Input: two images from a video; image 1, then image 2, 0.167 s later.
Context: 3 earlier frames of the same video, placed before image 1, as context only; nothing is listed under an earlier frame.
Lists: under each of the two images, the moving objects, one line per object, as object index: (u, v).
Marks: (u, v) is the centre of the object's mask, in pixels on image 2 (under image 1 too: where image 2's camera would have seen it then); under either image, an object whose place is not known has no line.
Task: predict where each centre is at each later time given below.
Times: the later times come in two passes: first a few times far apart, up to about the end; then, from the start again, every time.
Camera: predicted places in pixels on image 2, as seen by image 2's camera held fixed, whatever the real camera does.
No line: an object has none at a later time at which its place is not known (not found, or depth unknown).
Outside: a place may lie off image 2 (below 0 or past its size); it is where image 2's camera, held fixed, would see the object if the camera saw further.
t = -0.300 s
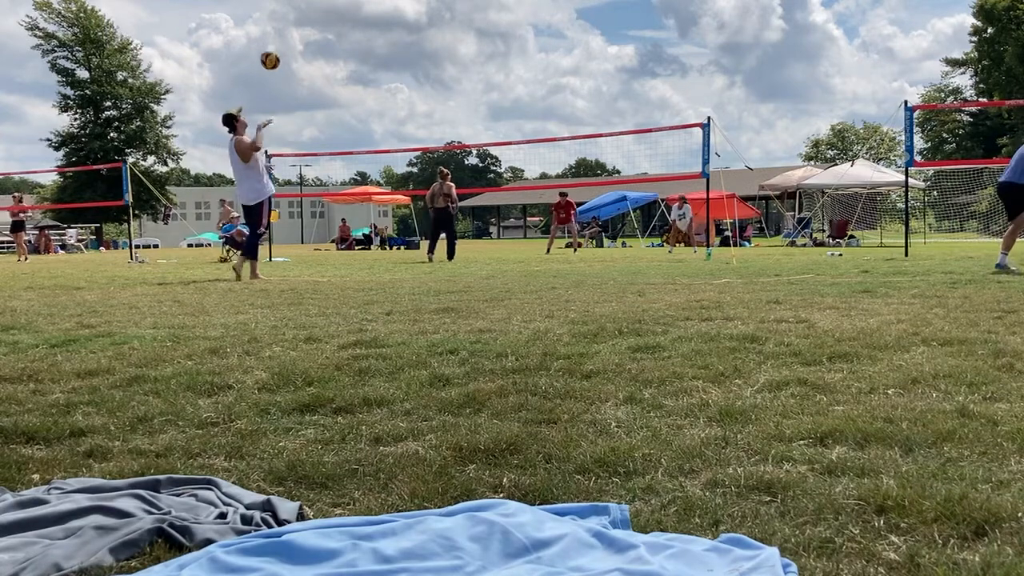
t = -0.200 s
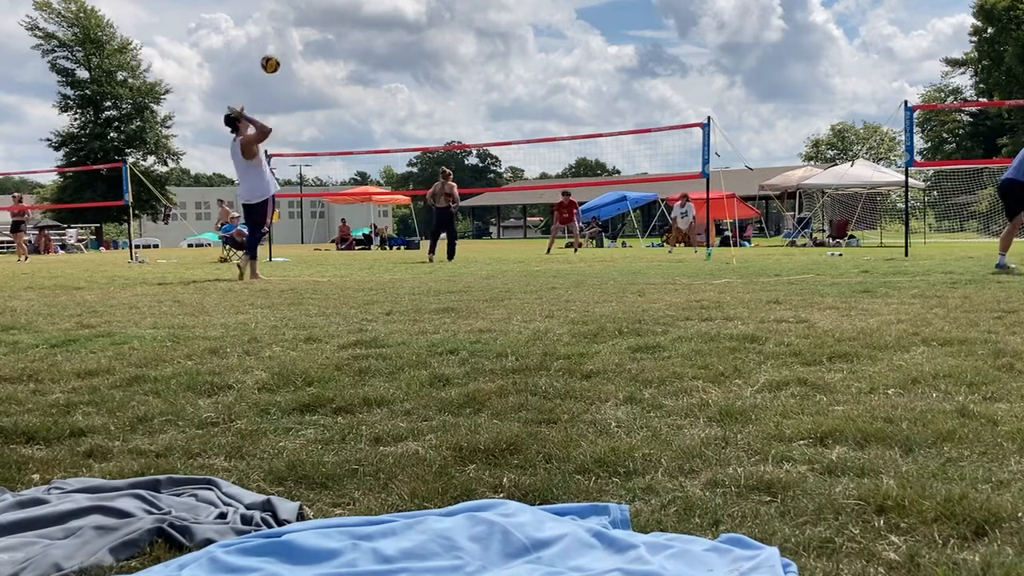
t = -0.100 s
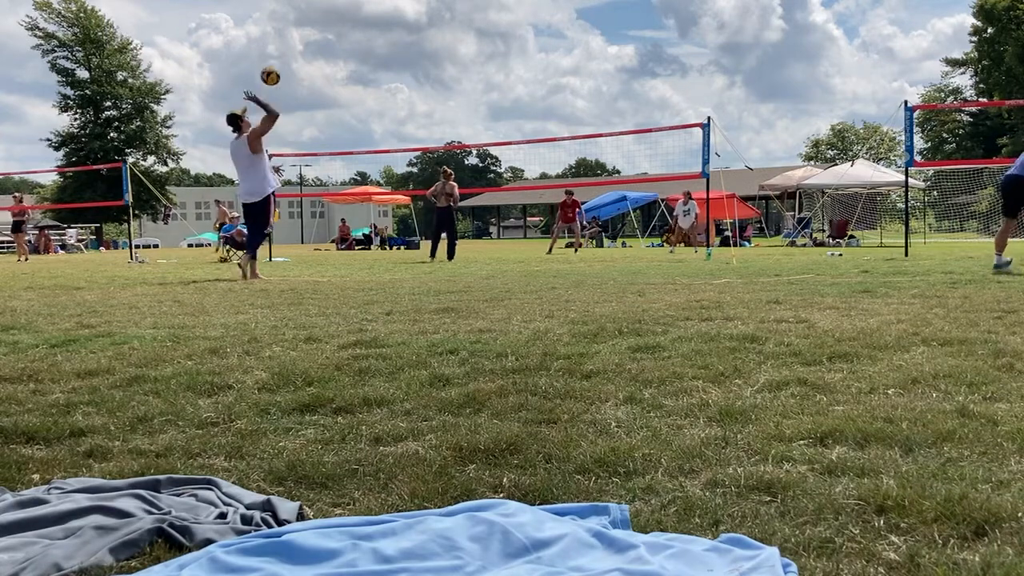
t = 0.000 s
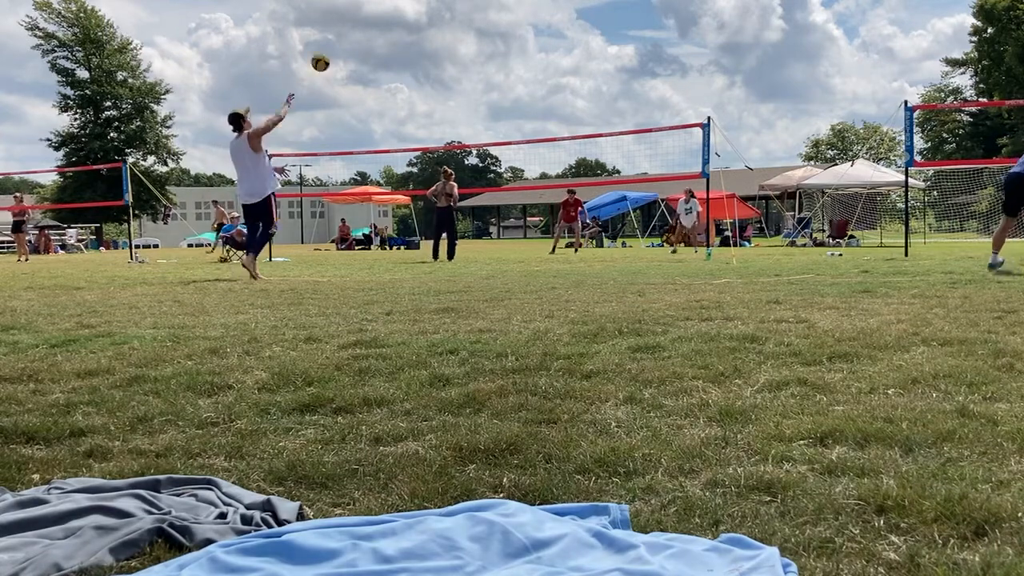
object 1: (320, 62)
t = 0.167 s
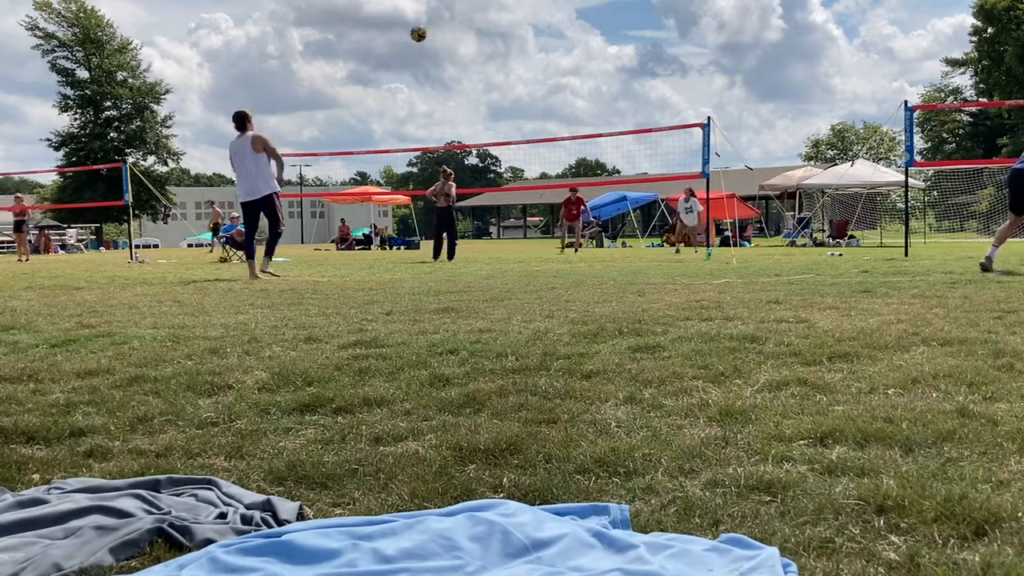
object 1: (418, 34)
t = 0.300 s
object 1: (477, 25)
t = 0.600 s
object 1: (576, 44)
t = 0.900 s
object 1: (645, 105)
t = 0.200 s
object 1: (434, 31)
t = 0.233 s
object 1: (449, 28)
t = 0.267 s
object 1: (464, 26)
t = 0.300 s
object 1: (477, 25)
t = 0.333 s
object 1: (490, 24)
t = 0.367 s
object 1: (502, 24)
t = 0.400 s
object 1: (514, 25)
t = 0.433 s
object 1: (526, 26)
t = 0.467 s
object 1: (537, 29)
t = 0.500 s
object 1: (547, 31)
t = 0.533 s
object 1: (557, 35)
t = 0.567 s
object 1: (567, 39)
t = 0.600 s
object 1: (576, 44)
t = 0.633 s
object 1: (586, 49)
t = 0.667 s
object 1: (594, 54)
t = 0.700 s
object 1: (602, 60)
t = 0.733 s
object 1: (610, 67)
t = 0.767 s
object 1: (617, 74)
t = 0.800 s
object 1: (624, 81)
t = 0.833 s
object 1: (632, 89)
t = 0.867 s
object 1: (638, 96)
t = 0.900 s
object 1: (645, 105)
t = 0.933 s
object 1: (651, 113)
